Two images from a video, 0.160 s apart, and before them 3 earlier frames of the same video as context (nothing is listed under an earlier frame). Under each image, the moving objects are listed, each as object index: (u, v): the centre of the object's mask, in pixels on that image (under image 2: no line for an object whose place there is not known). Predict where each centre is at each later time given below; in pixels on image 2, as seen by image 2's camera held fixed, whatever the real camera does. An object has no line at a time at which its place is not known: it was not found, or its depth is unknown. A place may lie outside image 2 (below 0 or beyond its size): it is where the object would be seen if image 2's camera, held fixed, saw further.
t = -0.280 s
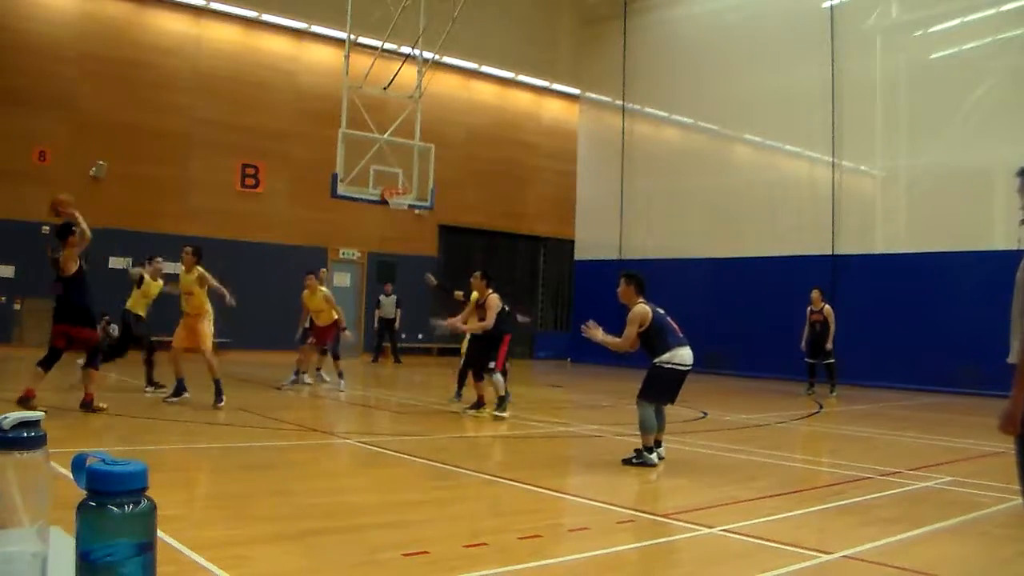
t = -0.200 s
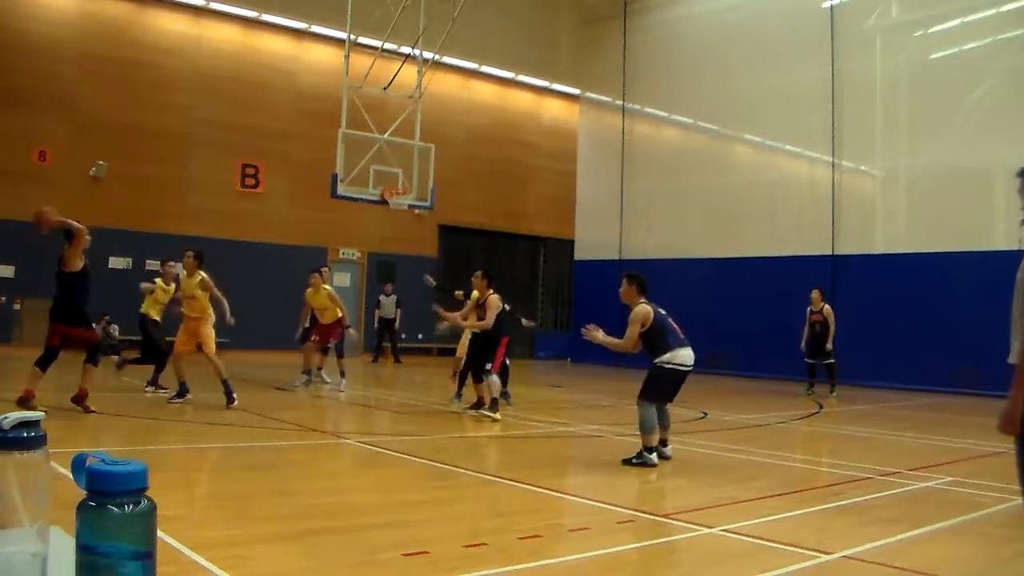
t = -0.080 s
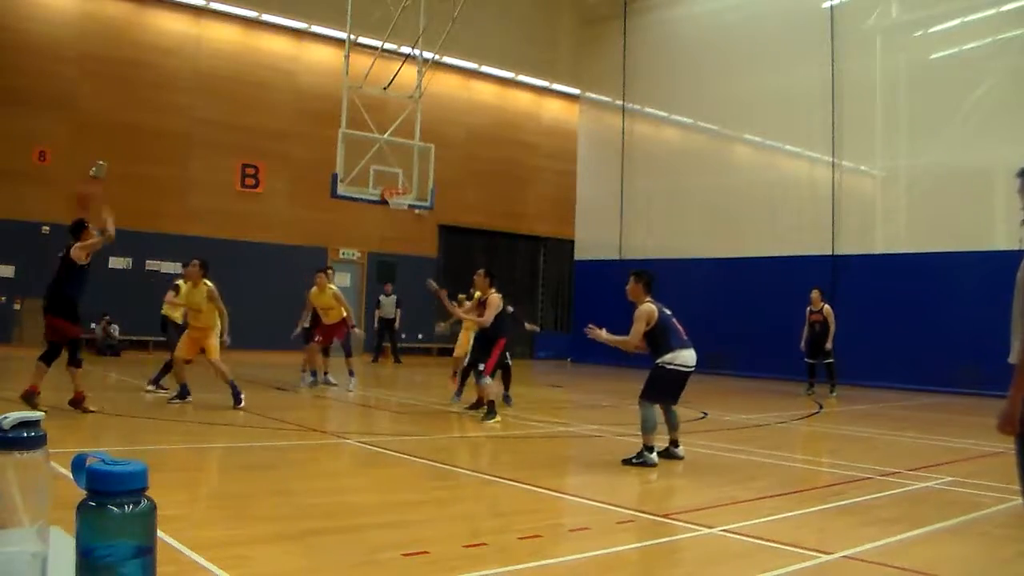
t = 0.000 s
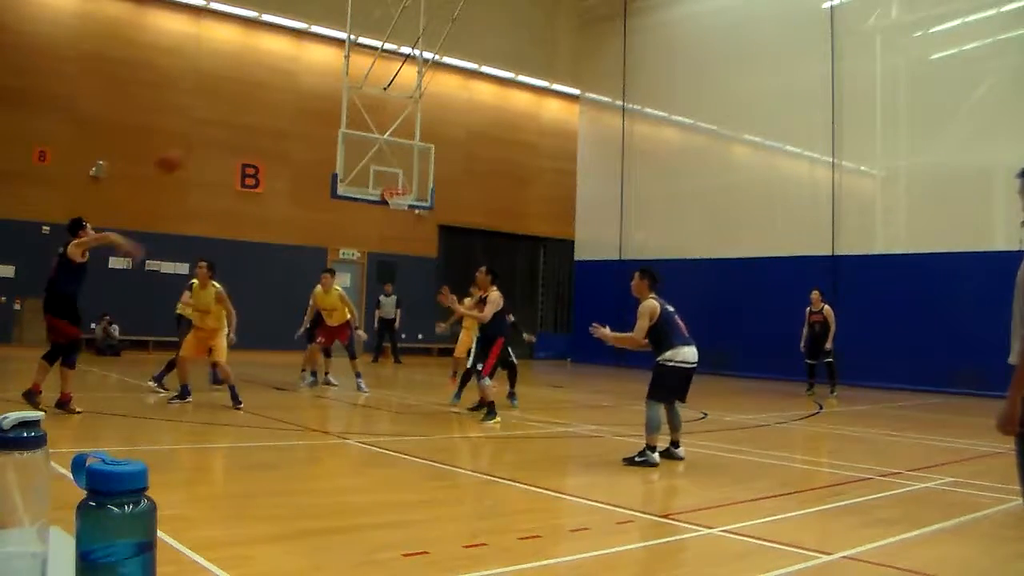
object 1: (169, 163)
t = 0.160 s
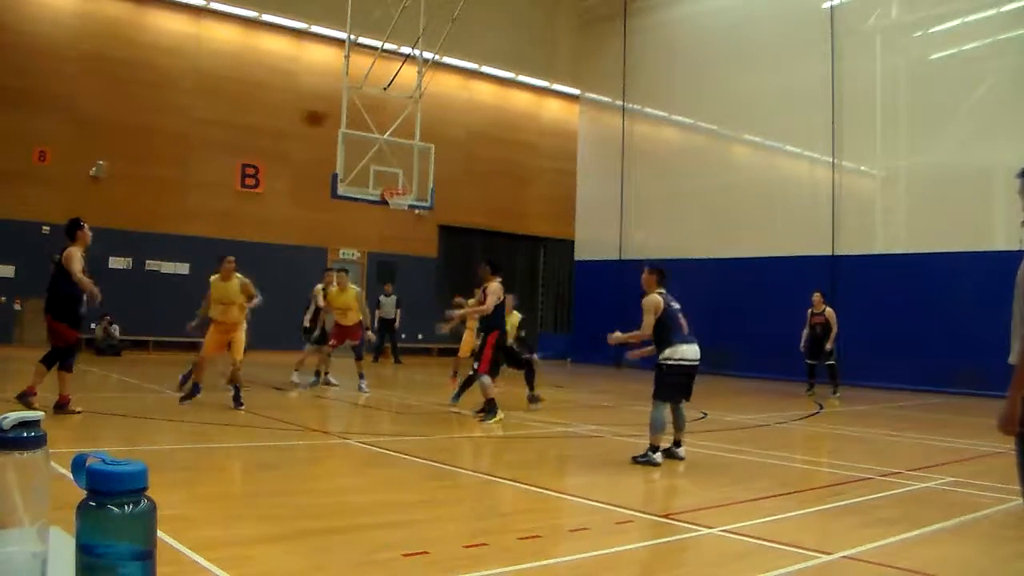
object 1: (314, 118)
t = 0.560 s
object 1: (581, 116)
